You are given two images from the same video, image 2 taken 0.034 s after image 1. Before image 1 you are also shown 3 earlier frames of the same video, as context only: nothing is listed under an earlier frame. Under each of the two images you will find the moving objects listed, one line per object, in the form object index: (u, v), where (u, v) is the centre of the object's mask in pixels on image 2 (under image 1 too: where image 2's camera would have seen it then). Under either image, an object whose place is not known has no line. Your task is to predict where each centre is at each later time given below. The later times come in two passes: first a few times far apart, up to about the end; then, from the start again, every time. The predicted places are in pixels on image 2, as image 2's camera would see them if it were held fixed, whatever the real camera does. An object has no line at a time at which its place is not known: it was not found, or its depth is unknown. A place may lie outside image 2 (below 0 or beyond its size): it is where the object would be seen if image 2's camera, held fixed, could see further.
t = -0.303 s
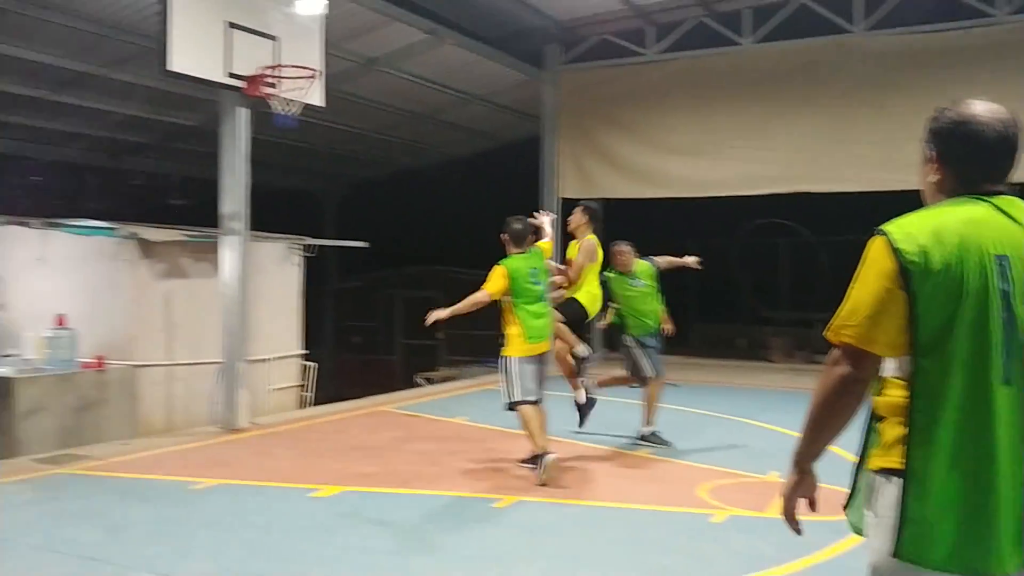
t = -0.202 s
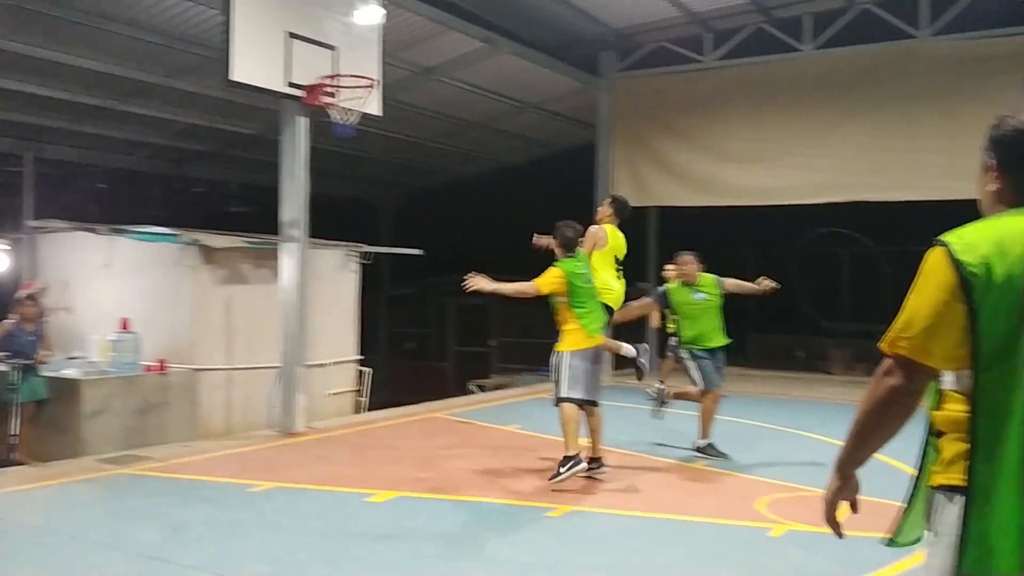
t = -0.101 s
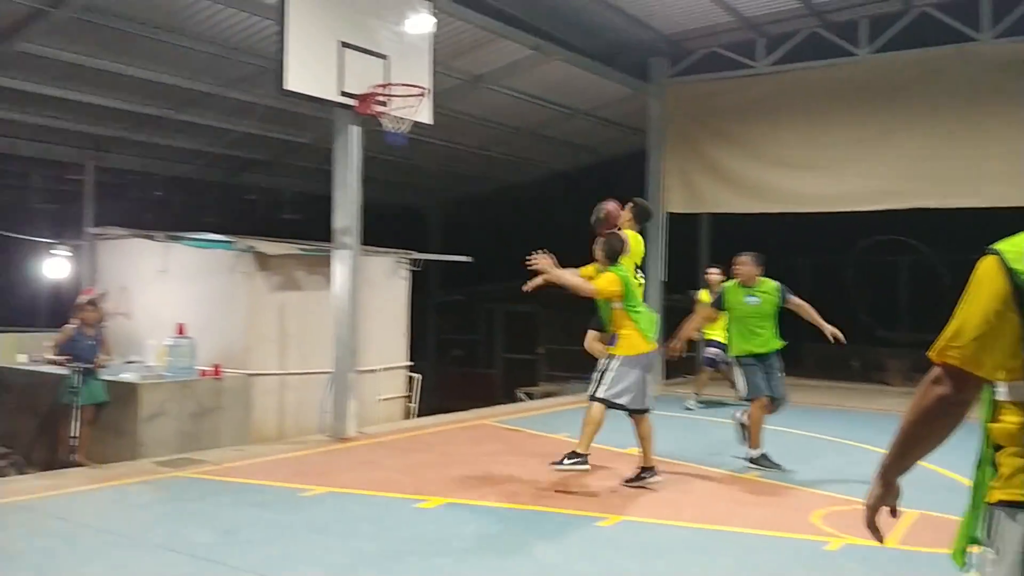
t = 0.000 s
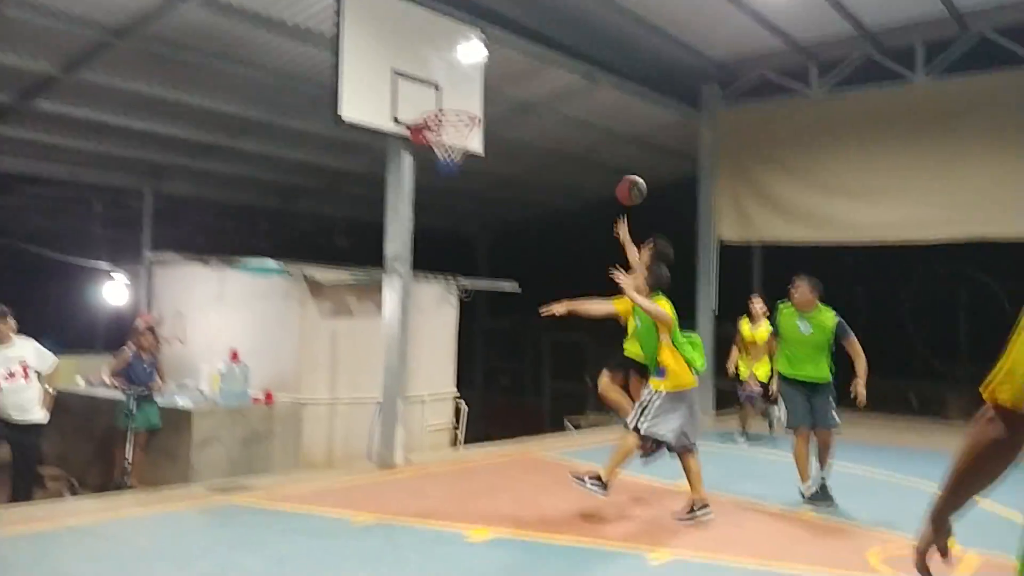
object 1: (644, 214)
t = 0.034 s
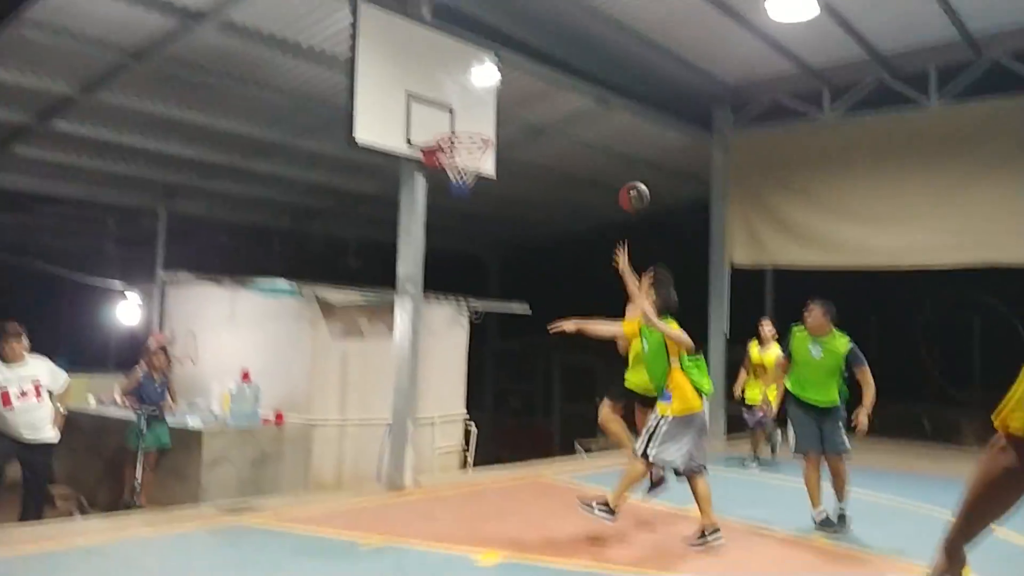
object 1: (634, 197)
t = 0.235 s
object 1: (580, 129)
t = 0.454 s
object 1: (519, 112)
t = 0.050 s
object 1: (629, 189)
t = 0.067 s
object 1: (625, 183)
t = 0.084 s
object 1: (620, 175)
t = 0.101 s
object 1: (615, 169)
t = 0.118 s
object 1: (611, 162)
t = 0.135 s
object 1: (607, 156)
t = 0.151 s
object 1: (603, 151)
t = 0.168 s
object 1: (598, 146)
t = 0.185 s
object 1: (593, 141)
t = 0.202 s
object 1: (588, 137)
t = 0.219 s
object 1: (584, 133)
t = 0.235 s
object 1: (580, 129)
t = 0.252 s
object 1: (575, 125)
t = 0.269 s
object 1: (570, 122)
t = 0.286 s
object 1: (565, 120)
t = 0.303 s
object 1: (561, 118)
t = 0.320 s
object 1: (556, 116)
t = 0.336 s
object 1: (551, 115)
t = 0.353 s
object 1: (546, 114)
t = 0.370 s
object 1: (542, 113)
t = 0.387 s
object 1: (537, 113)
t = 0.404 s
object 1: (533, 113)
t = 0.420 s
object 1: (529, 113)
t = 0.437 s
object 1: (524, 113)
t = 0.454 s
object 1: (519, 112)
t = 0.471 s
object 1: (515, 114)
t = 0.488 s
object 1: (511, 115)
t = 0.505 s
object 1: (506, 116)
